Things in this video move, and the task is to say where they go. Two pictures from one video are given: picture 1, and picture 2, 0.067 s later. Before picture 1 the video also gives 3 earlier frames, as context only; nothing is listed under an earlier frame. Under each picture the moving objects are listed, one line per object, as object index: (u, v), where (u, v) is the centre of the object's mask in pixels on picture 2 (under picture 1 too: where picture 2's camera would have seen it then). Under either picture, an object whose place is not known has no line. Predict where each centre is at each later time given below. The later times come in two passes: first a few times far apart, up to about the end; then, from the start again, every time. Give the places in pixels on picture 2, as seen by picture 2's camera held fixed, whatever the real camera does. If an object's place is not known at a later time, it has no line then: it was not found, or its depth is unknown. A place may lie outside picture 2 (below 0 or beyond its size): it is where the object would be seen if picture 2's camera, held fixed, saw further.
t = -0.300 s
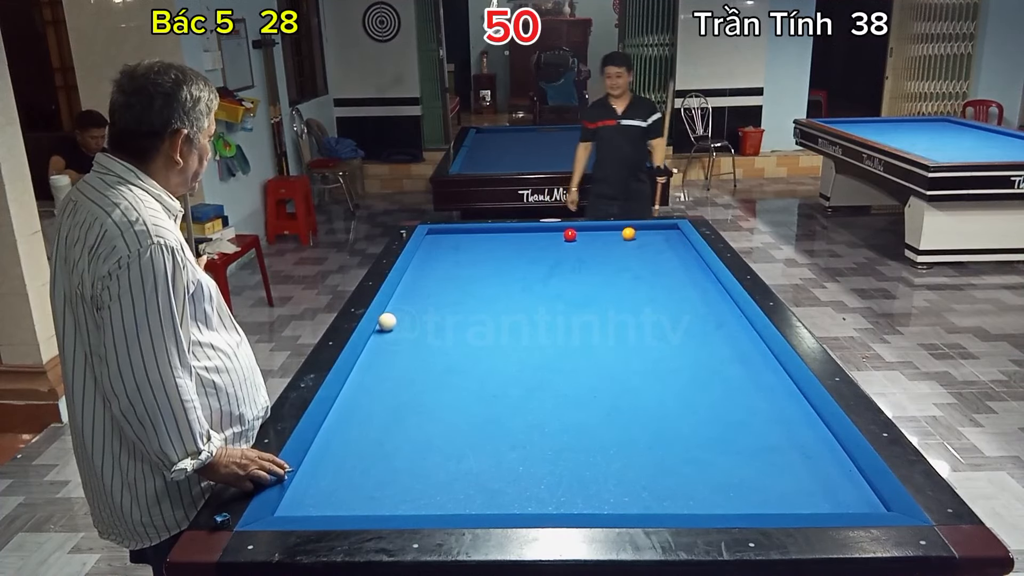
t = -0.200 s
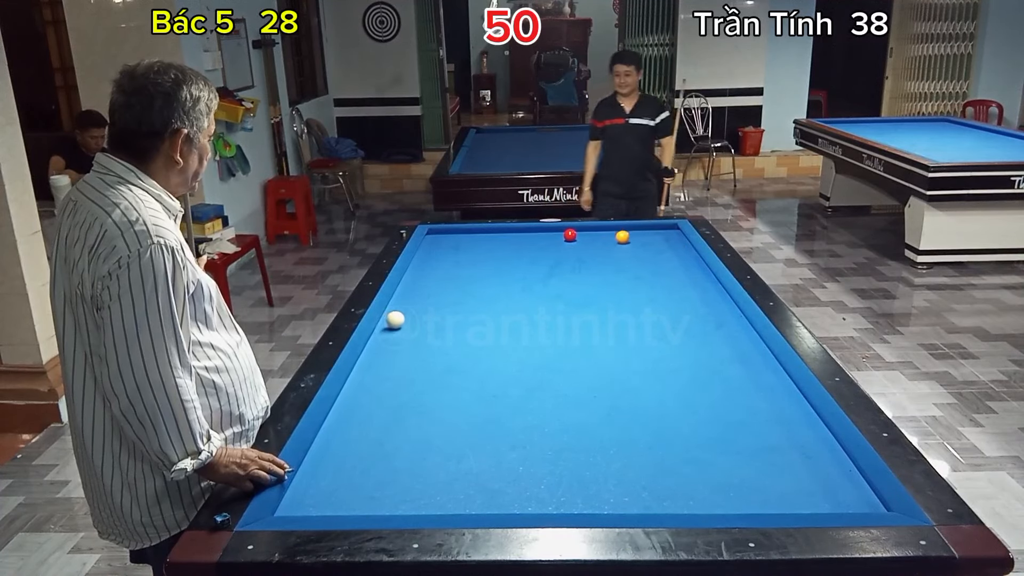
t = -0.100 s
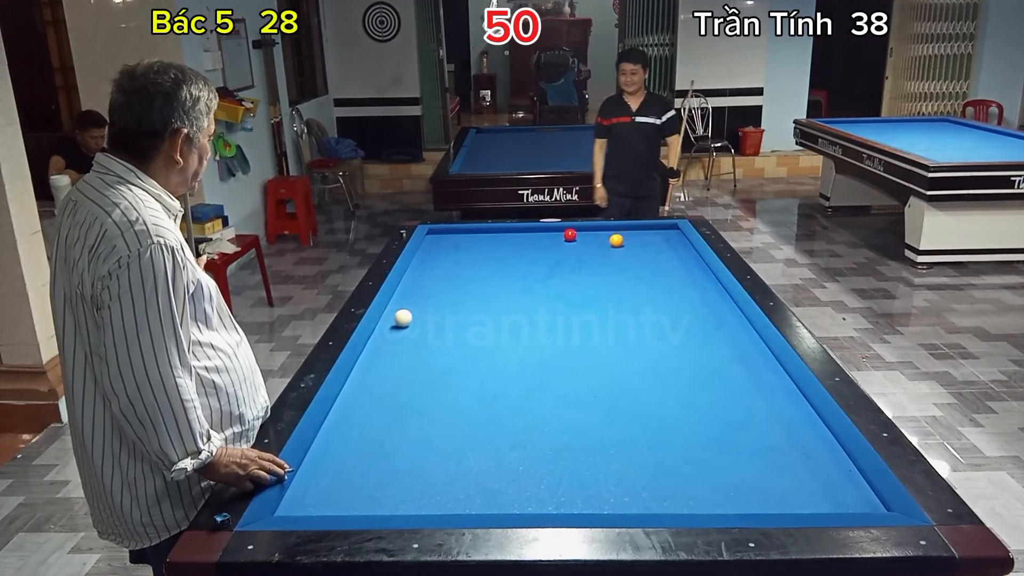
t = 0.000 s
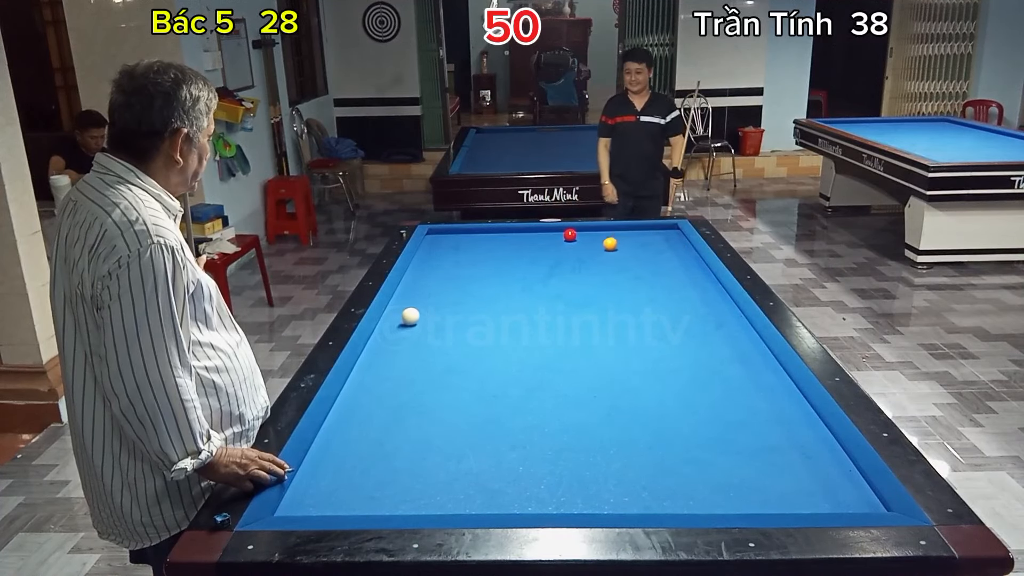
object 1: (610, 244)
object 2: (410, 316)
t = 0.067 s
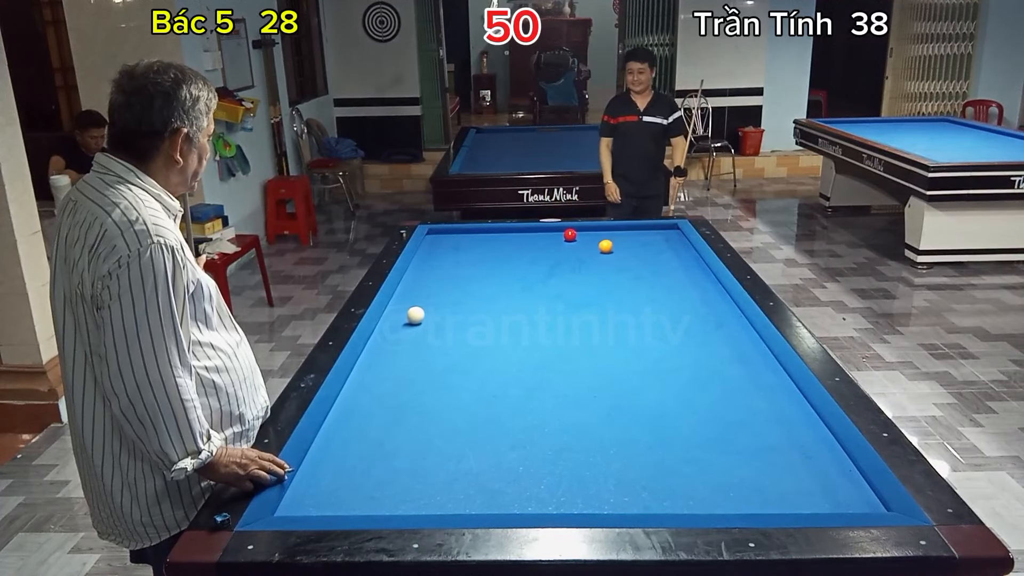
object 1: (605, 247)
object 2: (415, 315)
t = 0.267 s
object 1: (592, 254)
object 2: (429, 312)
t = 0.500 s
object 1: (576, 263)
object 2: (445, 308)
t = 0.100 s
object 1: (603, 248)
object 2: (418, 314)
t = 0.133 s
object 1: (601, 249)
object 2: (420, 314)
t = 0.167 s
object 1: (599, 250)
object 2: (422, 313)
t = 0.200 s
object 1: (597, 251)
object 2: (425, 312)
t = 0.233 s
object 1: (594, 253)
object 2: (427, 312)
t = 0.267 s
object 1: (592, 254)
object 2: (429, 312)
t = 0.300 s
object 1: (590, 255)
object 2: (432, 311)
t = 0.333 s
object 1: (588, 257)
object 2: (434, 310)
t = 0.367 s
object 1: (585, 258)
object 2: (436, 310)
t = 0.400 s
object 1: (583, 259)
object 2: (438, 309)
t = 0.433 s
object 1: (581, 260)
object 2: (441, 309)
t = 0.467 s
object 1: (578, 262)
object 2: (443, 308)
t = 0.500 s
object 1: (576, 263)
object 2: (445, 308)
